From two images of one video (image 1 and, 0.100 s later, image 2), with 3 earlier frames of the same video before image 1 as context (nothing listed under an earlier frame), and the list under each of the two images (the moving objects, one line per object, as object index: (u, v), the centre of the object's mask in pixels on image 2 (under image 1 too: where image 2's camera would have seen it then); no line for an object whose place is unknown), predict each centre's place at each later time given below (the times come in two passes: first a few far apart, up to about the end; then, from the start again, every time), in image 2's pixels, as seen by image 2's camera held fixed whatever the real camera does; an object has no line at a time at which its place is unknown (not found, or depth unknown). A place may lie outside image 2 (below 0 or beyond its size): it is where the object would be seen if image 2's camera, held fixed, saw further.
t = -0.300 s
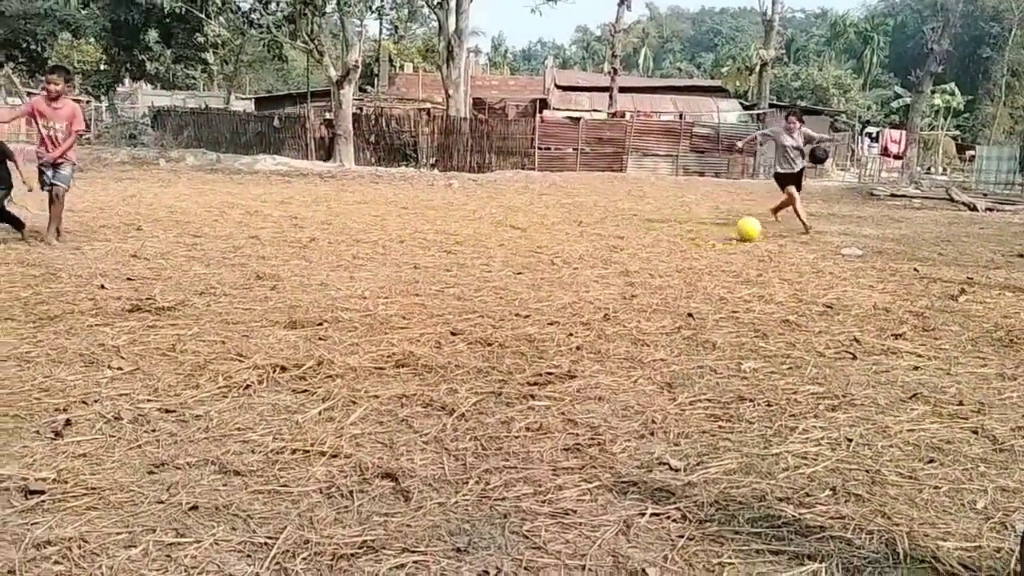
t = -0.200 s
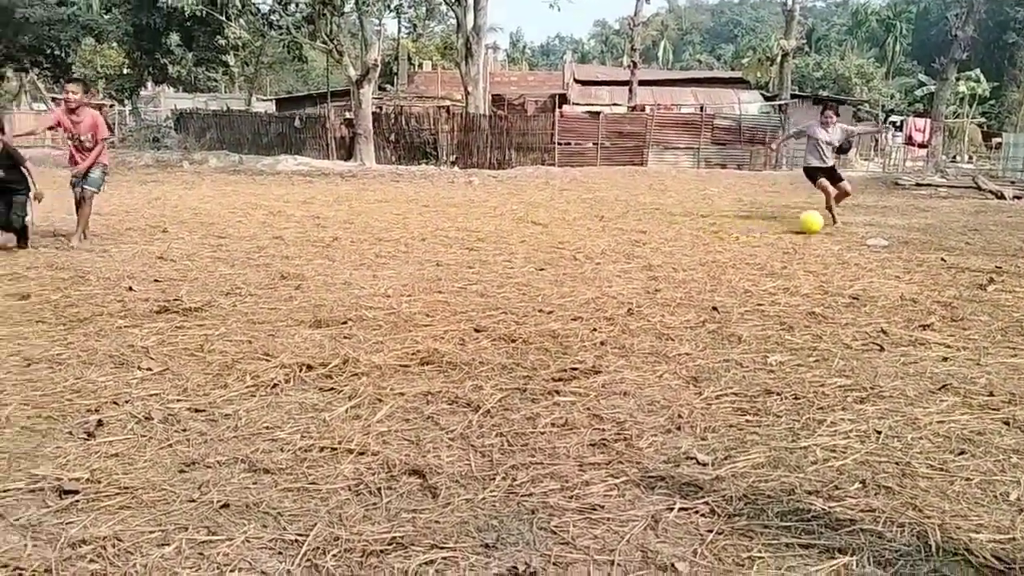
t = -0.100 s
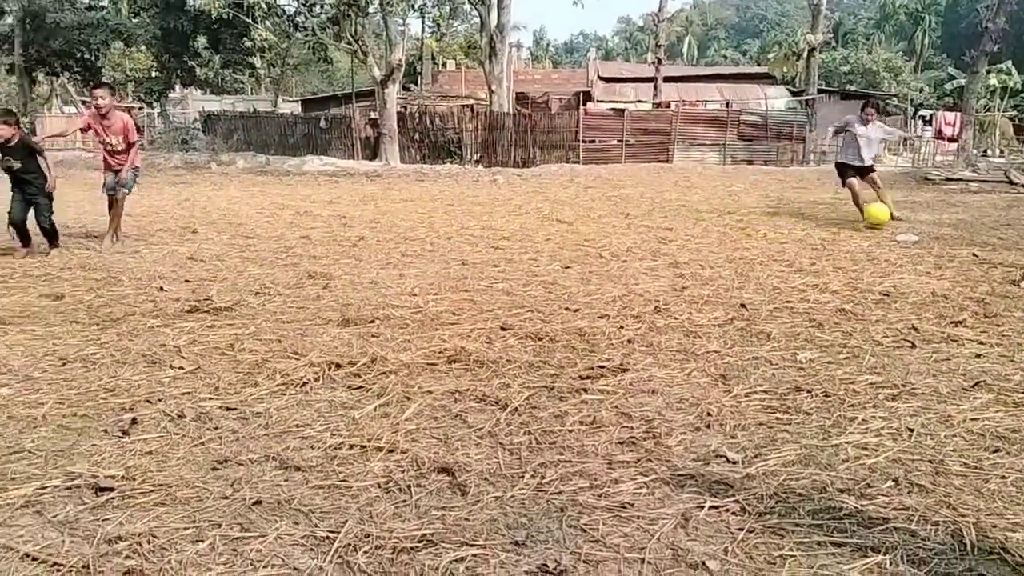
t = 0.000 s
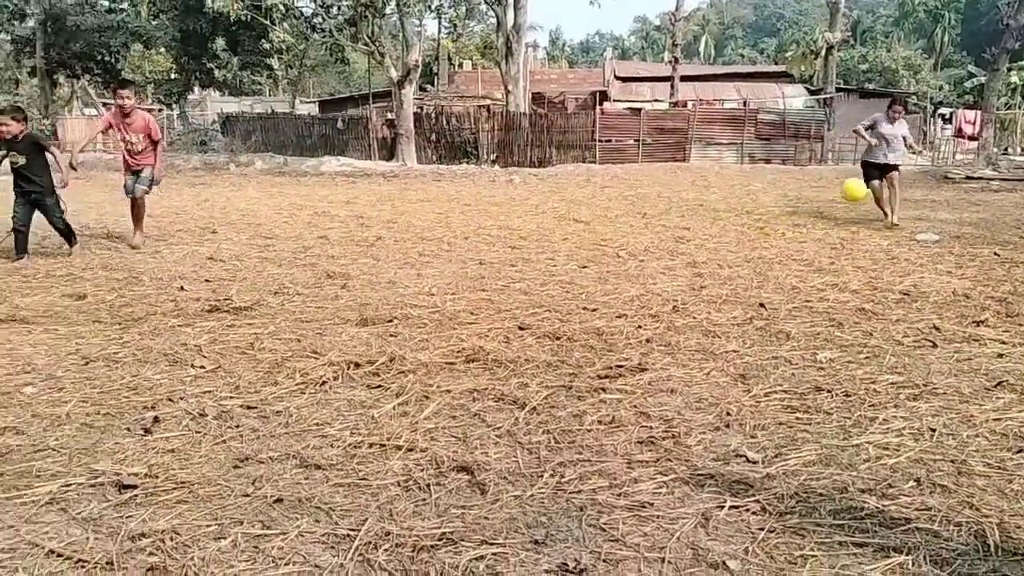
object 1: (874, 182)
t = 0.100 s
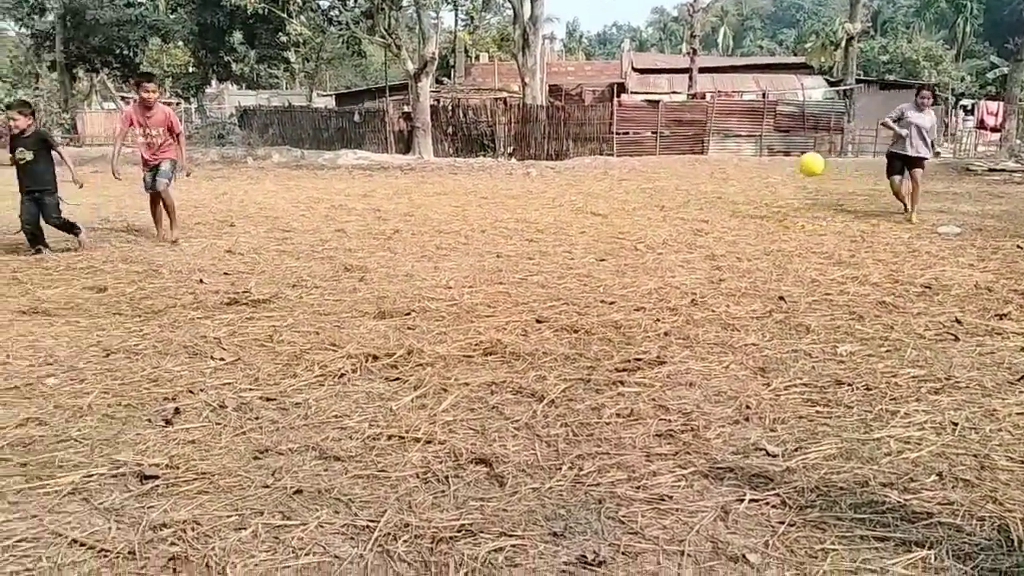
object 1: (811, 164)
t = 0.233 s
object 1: (730, 157)
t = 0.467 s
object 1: (579, 189)
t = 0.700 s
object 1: (482, 184)
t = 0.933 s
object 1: (416, 179)
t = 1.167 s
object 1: (351, 208)
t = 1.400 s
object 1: (281, 195)
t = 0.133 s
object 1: (791, 160)
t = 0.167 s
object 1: (771, 158)
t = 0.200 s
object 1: (751, 157)
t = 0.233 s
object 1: (730, 157)
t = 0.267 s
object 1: (707, 157)
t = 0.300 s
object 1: (685, 159)
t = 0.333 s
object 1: (664, 163)
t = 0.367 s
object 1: (643, 167)
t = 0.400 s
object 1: (622, 173)
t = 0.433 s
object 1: (601, 180)
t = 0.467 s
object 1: (579, 189)
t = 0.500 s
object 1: (558, 197)
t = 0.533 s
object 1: (536, 209)
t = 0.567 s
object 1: (519, 212)
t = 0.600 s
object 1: (510, 204)
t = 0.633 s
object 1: (501, 197)
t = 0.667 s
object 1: (493, 189)
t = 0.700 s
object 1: (482, 184)
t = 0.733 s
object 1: (472, 180)
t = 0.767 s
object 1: (463, 176)
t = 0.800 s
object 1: (454, 175)
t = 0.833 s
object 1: (445, 173)
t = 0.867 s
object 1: (434, 173)
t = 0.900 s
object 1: (425, 175)
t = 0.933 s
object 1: (416, 179)
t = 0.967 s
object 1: (408, 183)
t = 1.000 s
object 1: (398, 189)
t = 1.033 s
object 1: (389, 194)
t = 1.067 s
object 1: (379, 202)
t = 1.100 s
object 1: (370, 211)
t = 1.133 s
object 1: (362, 213)
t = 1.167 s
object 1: (351, 208)
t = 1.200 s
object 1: (343, 202)
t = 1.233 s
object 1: (333, 198)
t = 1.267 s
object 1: (323, 194)
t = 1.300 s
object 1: (312, 192)
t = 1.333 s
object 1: (302, 192)
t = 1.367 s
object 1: (292, 193)
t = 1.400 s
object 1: (281, 195)
